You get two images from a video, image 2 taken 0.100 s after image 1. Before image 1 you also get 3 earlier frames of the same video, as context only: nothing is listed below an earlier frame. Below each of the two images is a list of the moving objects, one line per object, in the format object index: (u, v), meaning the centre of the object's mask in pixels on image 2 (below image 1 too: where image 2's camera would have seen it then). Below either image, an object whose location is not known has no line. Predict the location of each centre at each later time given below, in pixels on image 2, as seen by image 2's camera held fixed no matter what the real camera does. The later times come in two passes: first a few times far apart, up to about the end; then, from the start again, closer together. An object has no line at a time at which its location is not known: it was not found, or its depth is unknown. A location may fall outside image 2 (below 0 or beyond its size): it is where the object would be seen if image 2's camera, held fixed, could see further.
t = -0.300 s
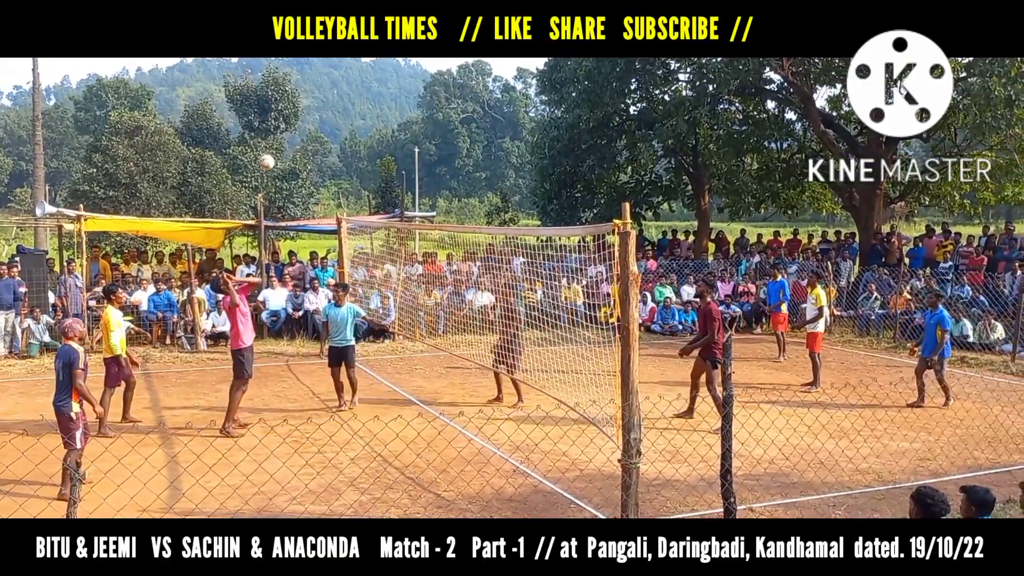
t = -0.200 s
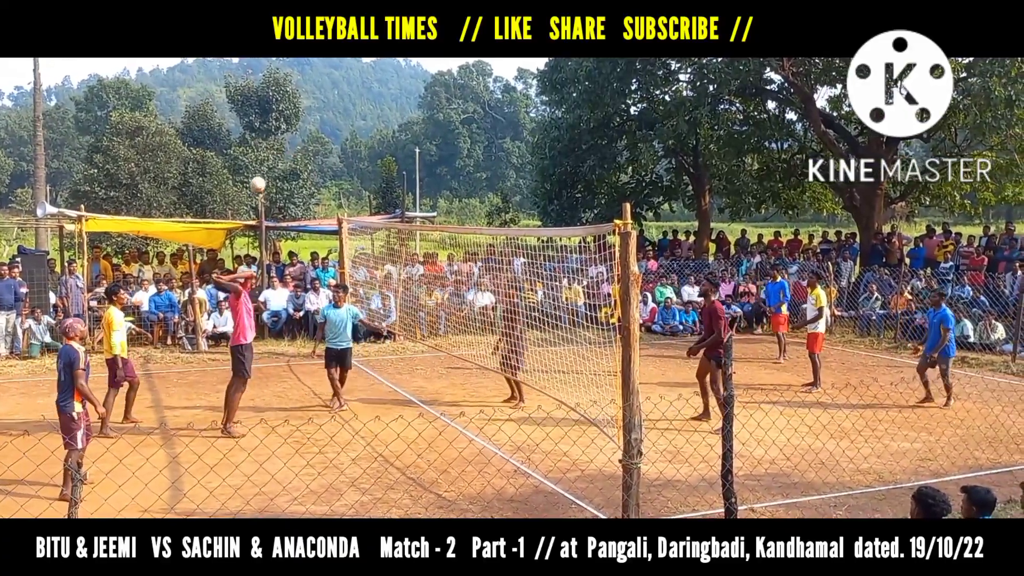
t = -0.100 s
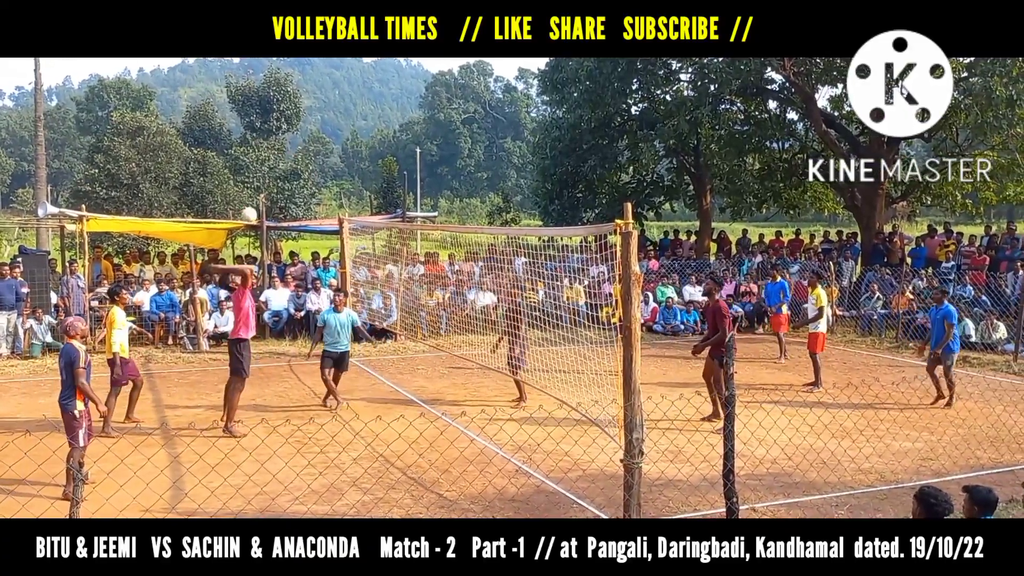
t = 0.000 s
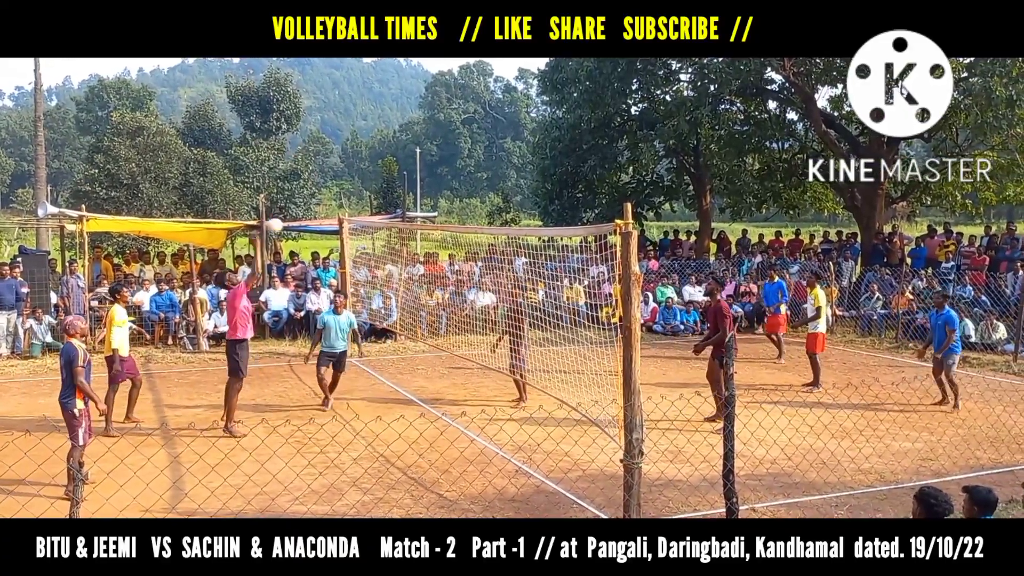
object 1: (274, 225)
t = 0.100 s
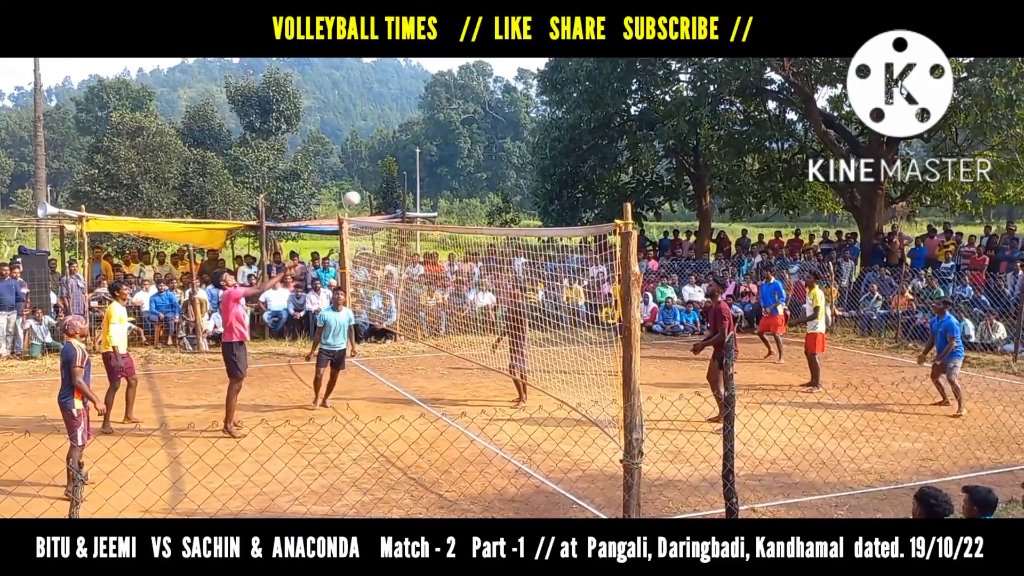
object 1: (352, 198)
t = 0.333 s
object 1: (517, 170)
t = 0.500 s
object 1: (624, 177)
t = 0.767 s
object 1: (779, 232)
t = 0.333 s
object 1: (517, 170)
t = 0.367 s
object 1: (539, 170)
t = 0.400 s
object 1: (561, 171)
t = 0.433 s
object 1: (582, 172)
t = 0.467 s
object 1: (603, 174)
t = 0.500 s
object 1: (624, 177)
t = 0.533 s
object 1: (645, 181)
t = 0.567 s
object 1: (665, 186)
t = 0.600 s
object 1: (685, 193)
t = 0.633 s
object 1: (704, 199)
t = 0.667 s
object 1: (723, 206)
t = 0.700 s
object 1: (742, 214)
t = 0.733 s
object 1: (761, 222)
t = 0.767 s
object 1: (779, 232)
